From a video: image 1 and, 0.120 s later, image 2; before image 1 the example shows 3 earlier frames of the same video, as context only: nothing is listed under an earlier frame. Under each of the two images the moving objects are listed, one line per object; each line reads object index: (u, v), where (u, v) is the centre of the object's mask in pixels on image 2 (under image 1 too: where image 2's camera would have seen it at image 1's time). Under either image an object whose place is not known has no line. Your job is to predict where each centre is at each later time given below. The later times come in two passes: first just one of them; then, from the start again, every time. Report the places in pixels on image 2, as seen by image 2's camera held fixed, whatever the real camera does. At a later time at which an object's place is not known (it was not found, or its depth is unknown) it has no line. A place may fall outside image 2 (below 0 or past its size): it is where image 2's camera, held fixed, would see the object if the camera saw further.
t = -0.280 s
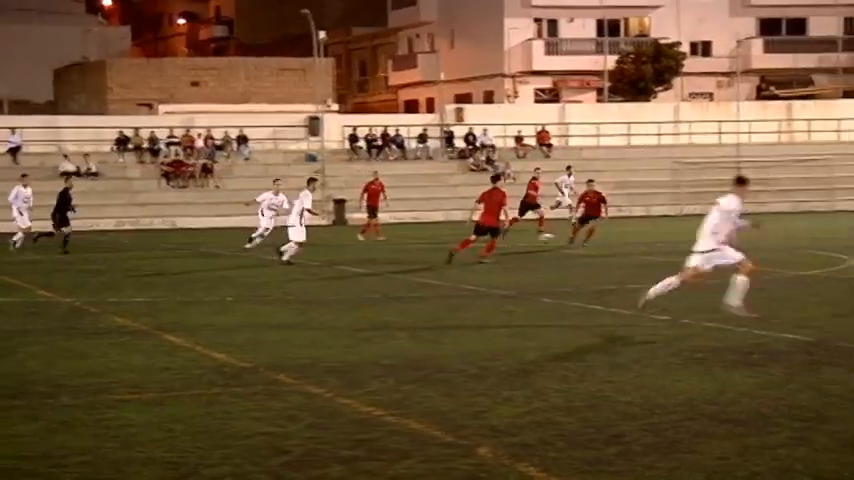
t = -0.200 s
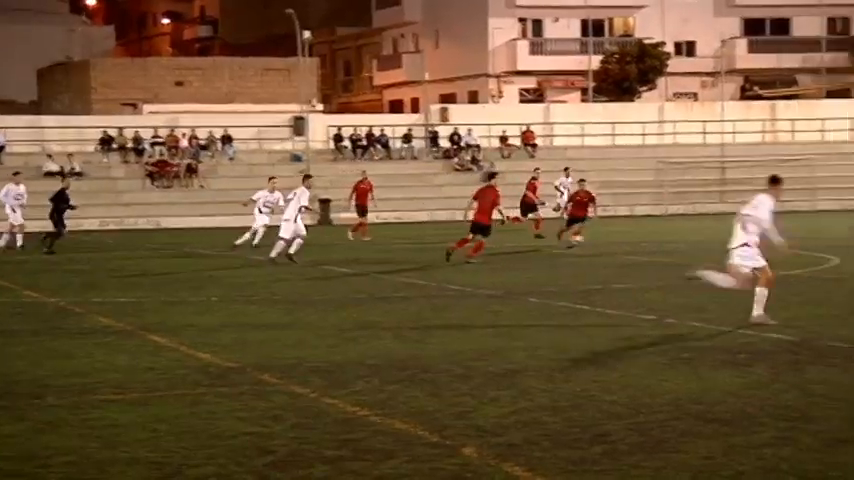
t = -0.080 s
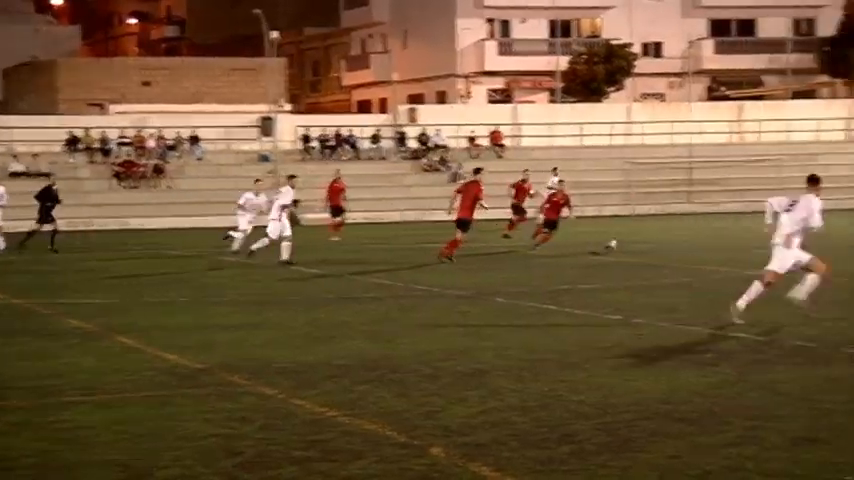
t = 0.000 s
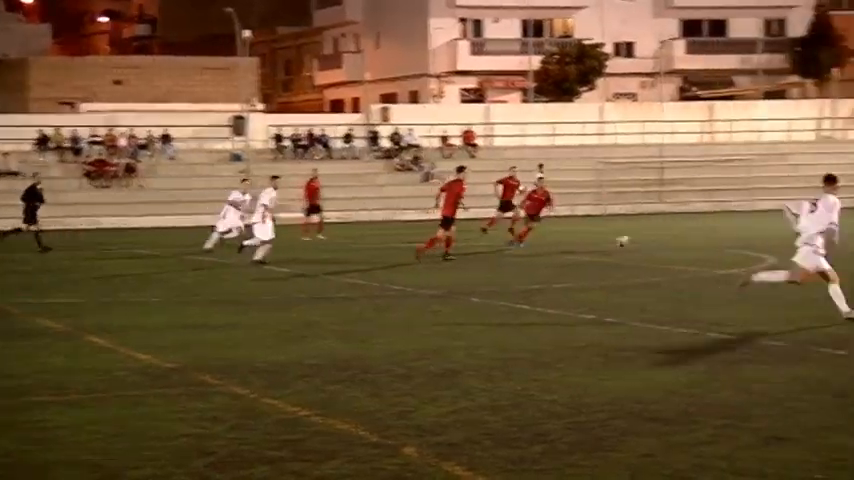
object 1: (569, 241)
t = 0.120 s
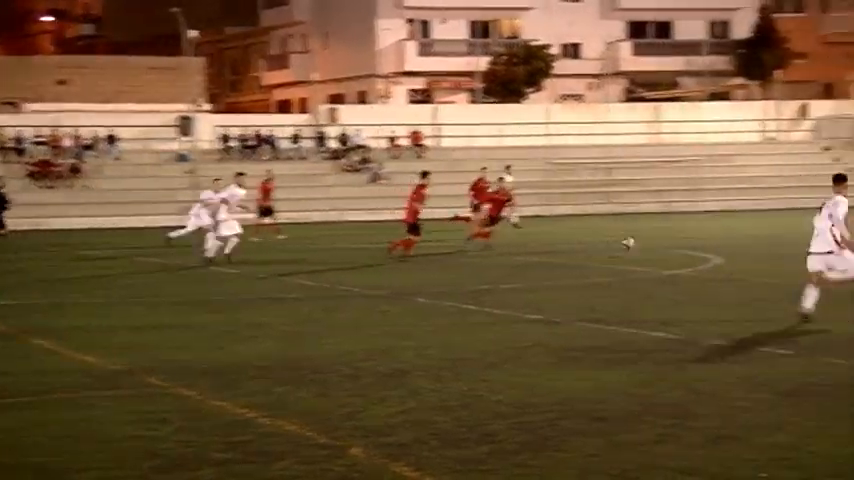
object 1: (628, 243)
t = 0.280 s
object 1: (708, 246)
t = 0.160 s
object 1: (648, 246)
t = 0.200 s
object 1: (668, 249)
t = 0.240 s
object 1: (688, 247)
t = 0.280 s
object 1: (708, 246)
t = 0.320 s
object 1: (727, 244)
